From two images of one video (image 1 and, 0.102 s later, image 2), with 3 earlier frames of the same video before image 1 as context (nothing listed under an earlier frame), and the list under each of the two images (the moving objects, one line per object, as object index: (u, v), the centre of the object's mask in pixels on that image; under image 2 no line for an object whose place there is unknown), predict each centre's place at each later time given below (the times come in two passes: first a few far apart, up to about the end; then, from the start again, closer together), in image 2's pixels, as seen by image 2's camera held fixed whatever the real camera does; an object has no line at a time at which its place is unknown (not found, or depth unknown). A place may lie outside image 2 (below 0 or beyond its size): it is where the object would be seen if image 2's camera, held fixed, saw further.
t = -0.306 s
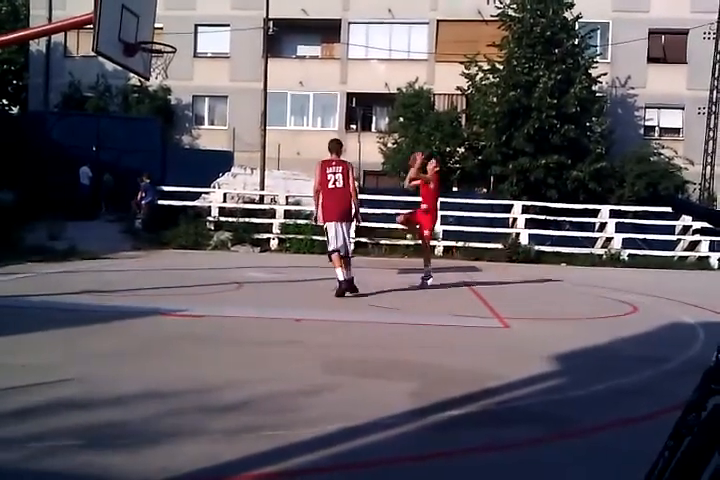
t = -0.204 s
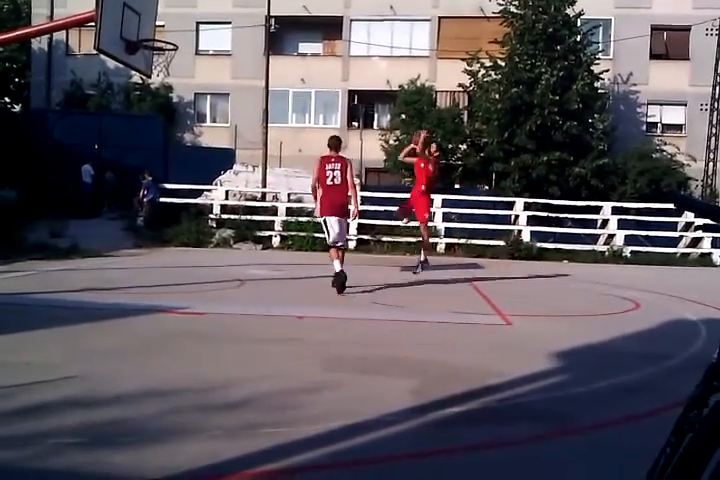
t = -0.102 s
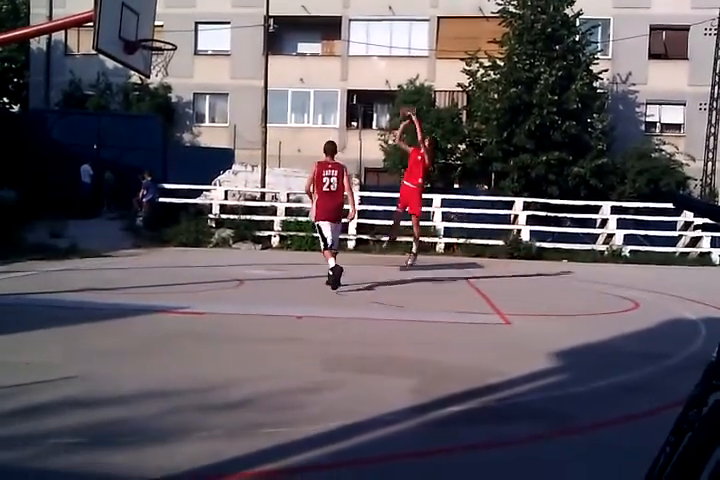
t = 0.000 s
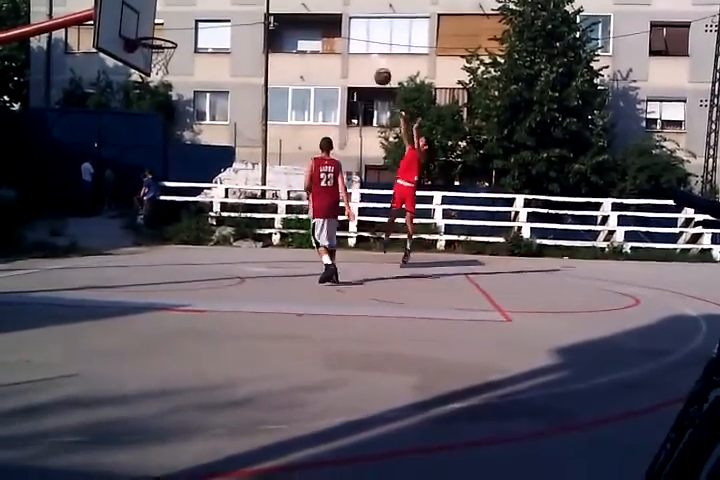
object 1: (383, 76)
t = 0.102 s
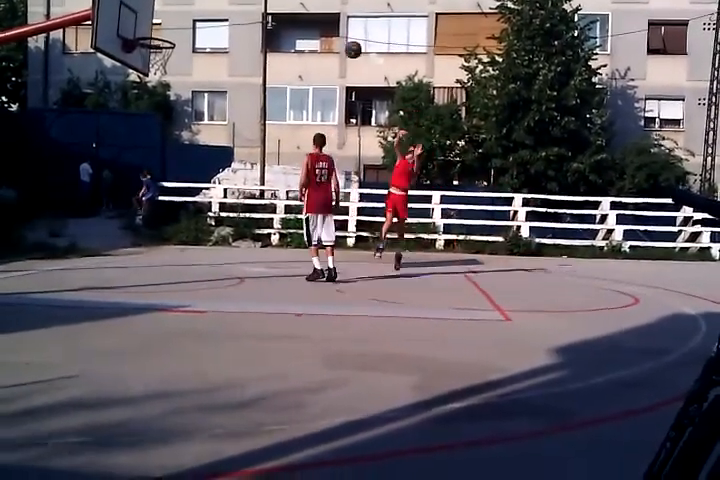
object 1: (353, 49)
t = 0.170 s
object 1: (334, 37)
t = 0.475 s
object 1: (245, 16)
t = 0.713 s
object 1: (177, 55)
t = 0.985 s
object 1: (179, 148)
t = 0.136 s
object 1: (343, 43)
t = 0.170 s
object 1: (334, 37)
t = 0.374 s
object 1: (273, 13)
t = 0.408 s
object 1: (265, 13)
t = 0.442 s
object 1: (256, 15)
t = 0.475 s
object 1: (245, 16)
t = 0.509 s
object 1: (236, 20)
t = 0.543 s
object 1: (225, 24)
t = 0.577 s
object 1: (216, 26)
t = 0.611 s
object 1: (205, 30)
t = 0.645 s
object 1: (195, 38)
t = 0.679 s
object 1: (184, 46)
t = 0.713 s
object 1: (177, 55)
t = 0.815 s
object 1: (179, 83)
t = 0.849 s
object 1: (180, 95)
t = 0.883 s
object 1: (181, 106)
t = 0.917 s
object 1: (181, 117)
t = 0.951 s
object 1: (181, 133)
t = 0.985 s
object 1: (179, 148)
